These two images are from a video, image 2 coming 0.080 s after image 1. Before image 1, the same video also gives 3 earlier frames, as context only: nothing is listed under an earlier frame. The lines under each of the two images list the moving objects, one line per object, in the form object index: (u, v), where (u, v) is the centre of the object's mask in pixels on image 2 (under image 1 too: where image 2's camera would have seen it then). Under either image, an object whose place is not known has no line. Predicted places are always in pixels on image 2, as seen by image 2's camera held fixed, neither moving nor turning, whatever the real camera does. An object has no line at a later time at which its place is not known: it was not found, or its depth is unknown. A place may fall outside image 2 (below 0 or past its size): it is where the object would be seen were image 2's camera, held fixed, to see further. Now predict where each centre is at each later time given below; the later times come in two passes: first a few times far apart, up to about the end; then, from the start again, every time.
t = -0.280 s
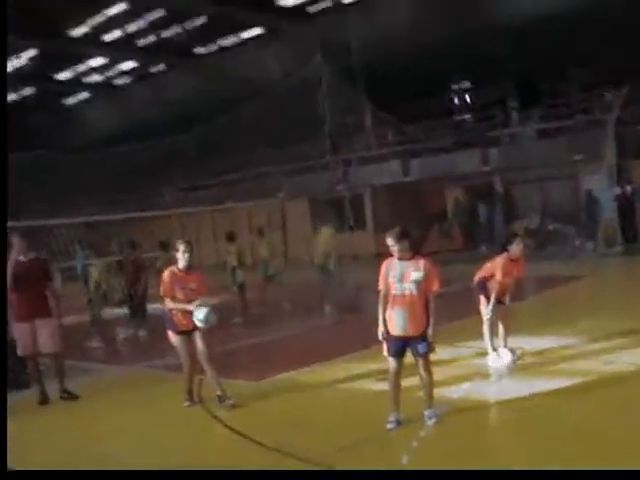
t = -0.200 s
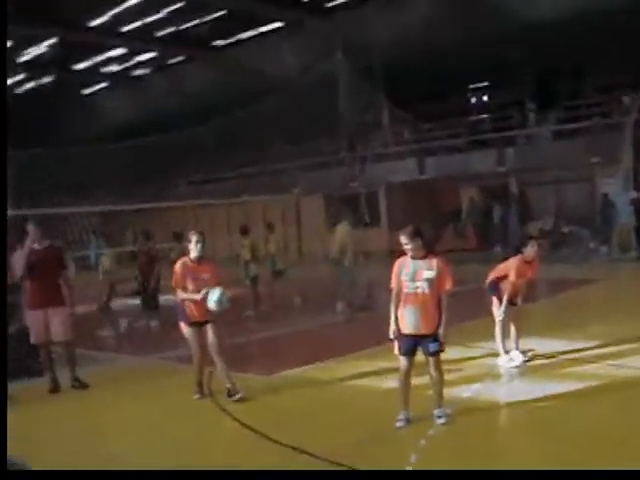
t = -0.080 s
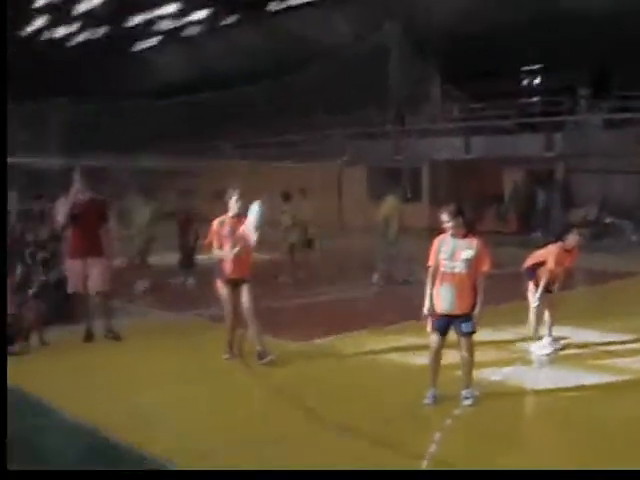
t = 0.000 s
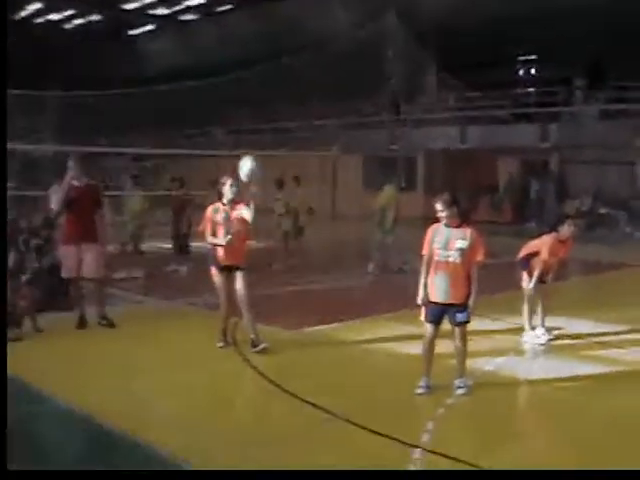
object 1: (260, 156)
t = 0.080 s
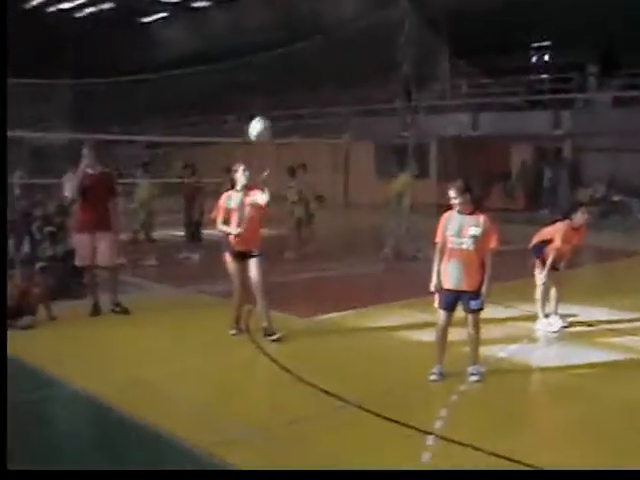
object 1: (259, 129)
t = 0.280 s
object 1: (254, 92)
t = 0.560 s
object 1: (243, 111)
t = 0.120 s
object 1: (258, 118)
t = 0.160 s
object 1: (257, 109)
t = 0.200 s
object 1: (256, 101)
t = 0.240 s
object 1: (255, 95)
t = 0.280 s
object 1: (254, 92)
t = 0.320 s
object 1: (253, 89)
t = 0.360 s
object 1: (252, 89)
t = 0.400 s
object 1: (251, 90)
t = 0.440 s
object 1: (248, 93)
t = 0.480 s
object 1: (247, 97)
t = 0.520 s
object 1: (246, 103)
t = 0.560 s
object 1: (243, 111)
